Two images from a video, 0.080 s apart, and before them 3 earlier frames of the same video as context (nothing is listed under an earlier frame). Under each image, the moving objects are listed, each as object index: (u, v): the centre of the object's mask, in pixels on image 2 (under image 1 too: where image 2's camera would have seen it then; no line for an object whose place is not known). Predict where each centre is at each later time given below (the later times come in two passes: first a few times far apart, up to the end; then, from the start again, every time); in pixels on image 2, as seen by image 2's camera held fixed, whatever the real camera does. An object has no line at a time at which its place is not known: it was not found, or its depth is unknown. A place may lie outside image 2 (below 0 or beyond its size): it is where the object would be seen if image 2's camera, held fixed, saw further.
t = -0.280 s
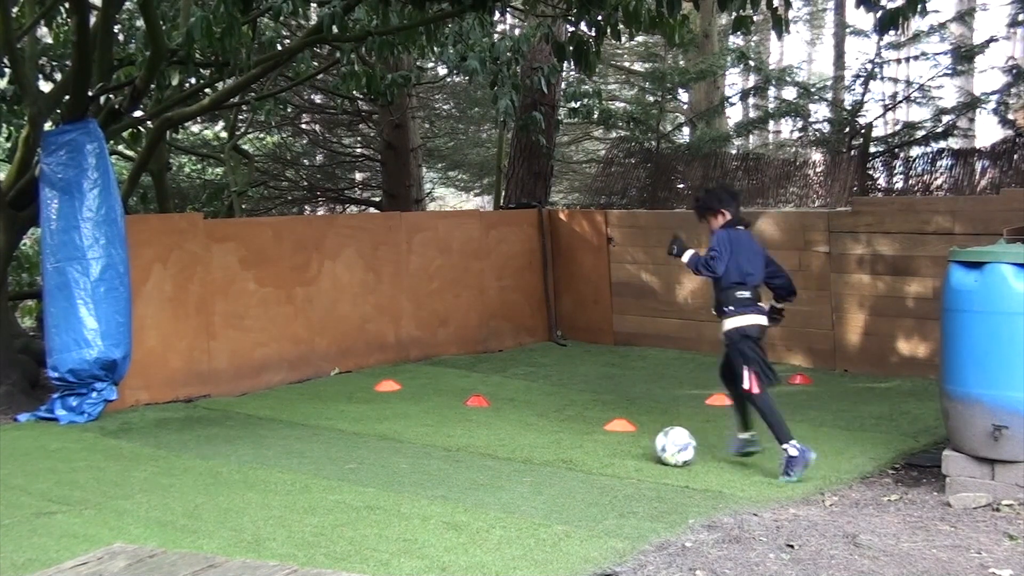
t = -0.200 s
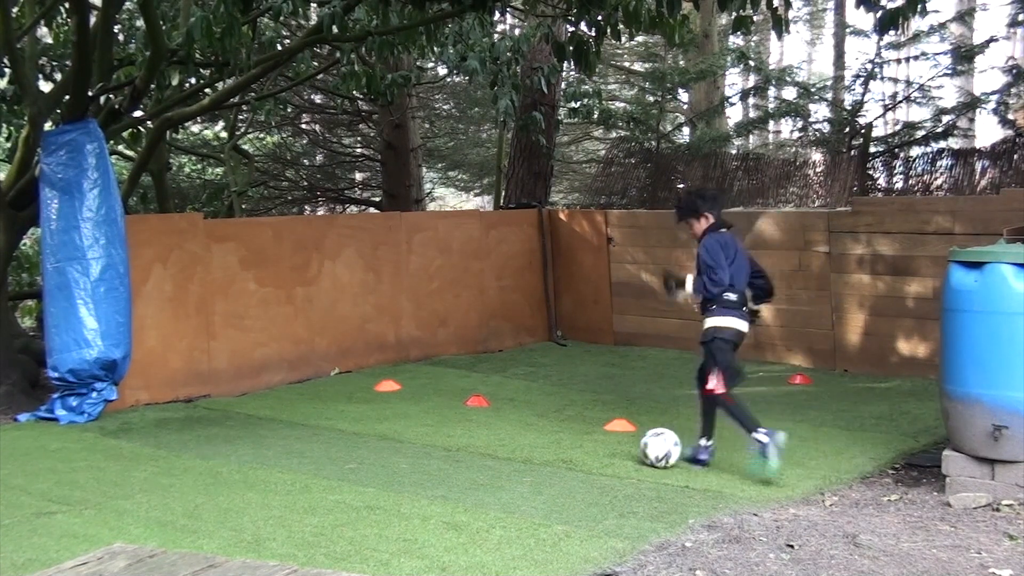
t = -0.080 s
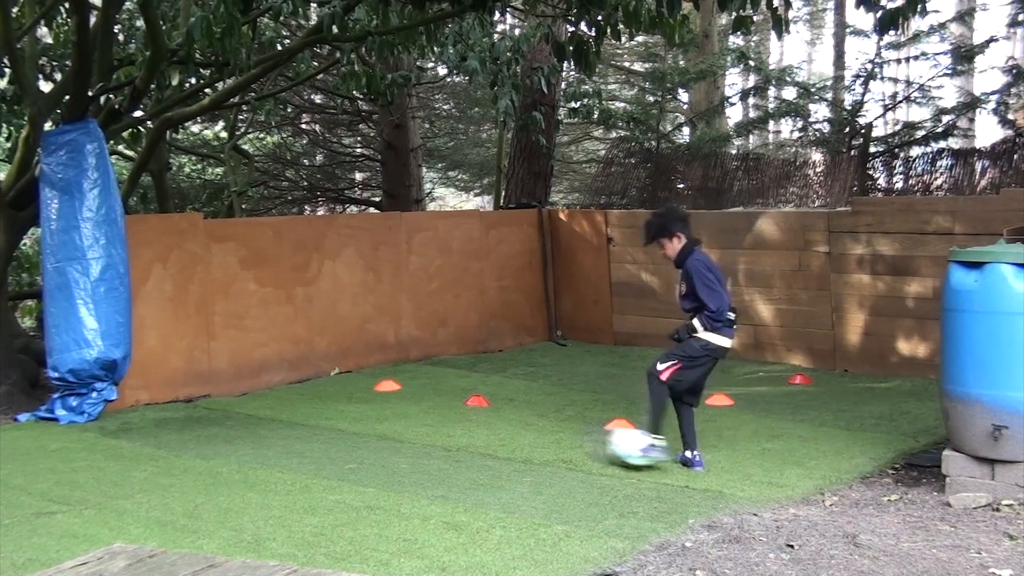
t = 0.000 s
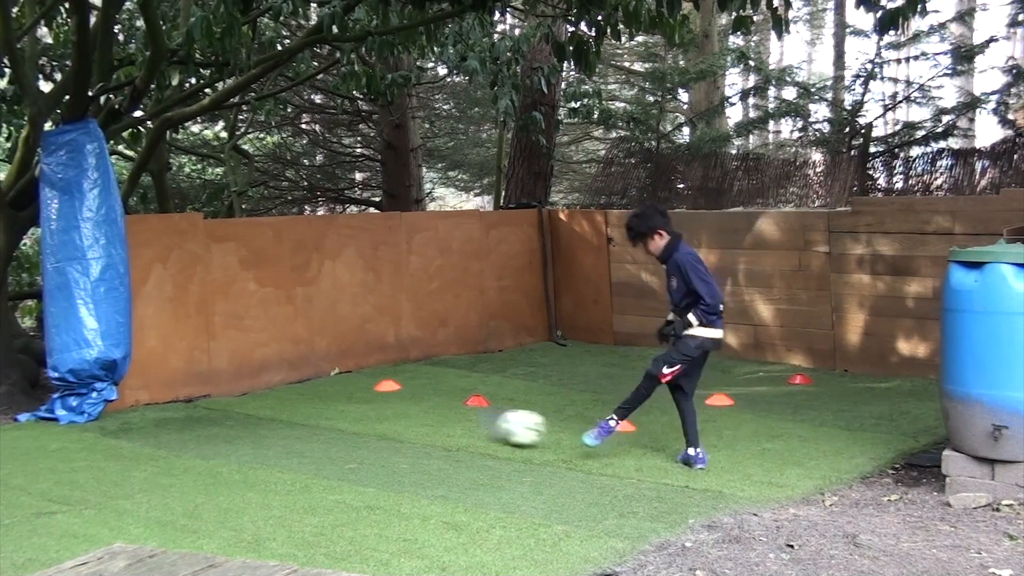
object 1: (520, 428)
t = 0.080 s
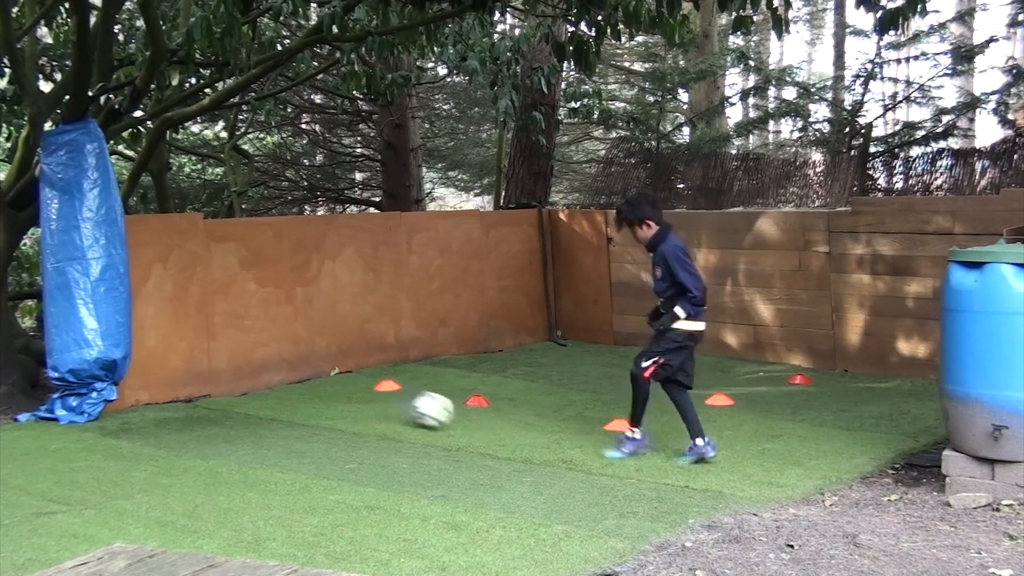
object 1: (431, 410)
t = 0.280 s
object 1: (266, 384)
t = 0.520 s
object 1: (307, 360)
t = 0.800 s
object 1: (412, 397)
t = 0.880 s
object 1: (430, 387)
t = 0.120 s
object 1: (393, 399)
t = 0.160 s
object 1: (359, 390)
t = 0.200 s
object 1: (326, 386)
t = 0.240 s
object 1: (294, 384)
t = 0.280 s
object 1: (266, 384)
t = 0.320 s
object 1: (239, 381)
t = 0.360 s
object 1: (246, 372)
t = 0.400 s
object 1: (261, 365)
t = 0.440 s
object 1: (276, 361)
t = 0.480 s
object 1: (290, 359)
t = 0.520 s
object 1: (307, 360)
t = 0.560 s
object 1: (322, 362)
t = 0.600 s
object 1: (339, 368)
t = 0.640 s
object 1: (354, 375)
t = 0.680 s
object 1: (372, 386)
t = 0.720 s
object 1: (390, 400)
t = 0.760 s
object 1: (404, 405)
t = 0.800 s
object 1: (412, 397)
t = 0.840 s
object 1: (421, 391)
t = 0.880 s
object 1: (430, 387)
